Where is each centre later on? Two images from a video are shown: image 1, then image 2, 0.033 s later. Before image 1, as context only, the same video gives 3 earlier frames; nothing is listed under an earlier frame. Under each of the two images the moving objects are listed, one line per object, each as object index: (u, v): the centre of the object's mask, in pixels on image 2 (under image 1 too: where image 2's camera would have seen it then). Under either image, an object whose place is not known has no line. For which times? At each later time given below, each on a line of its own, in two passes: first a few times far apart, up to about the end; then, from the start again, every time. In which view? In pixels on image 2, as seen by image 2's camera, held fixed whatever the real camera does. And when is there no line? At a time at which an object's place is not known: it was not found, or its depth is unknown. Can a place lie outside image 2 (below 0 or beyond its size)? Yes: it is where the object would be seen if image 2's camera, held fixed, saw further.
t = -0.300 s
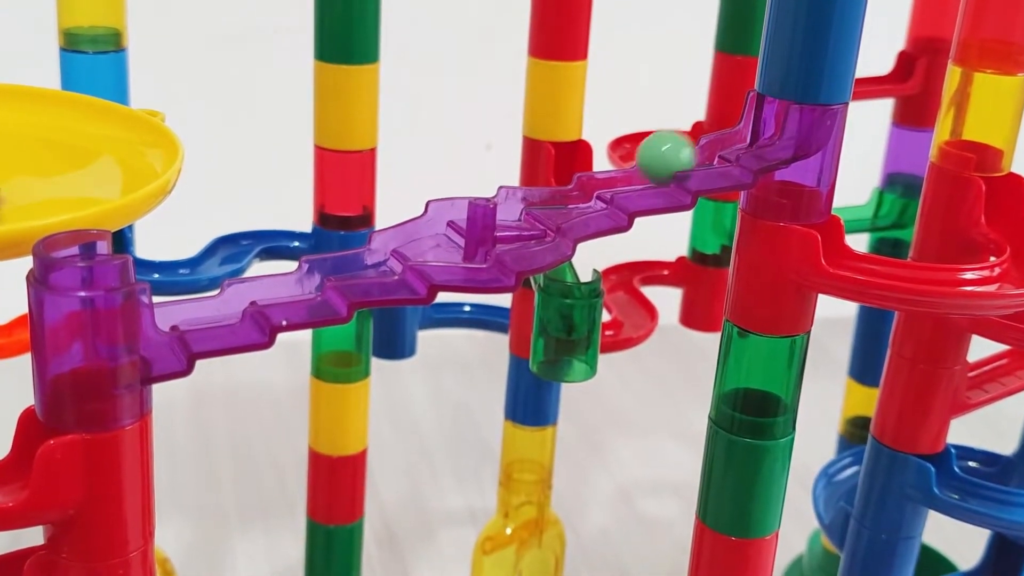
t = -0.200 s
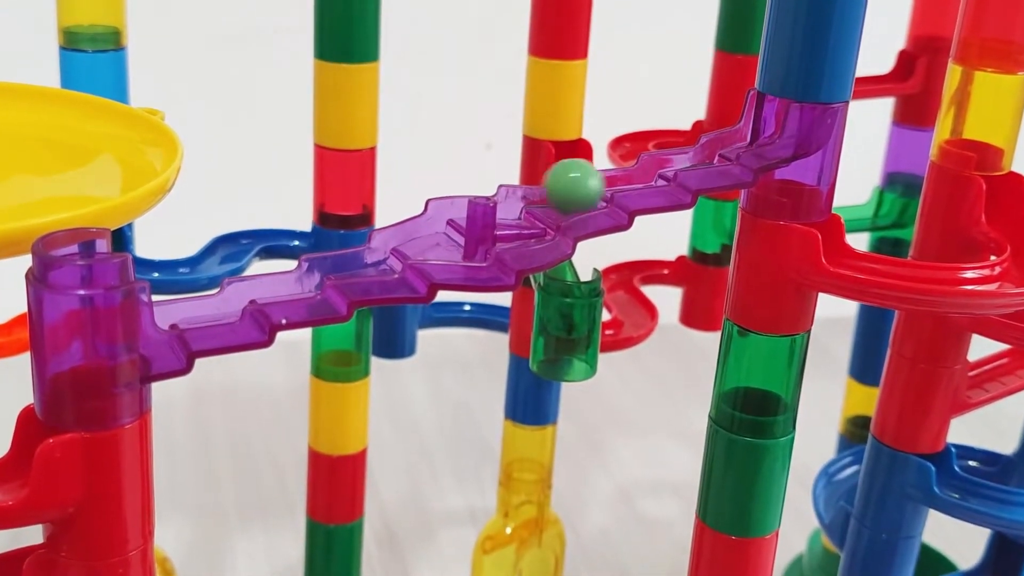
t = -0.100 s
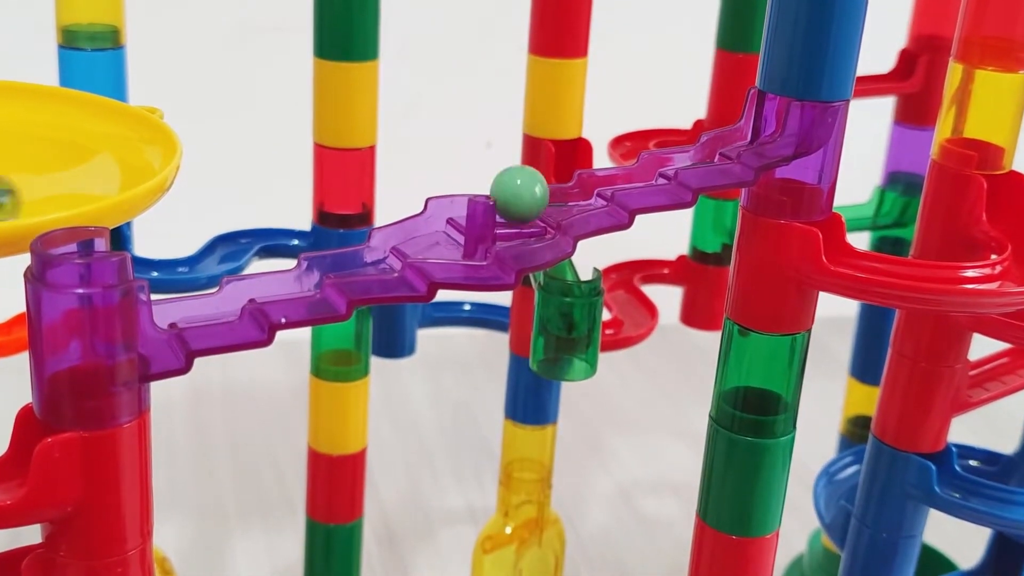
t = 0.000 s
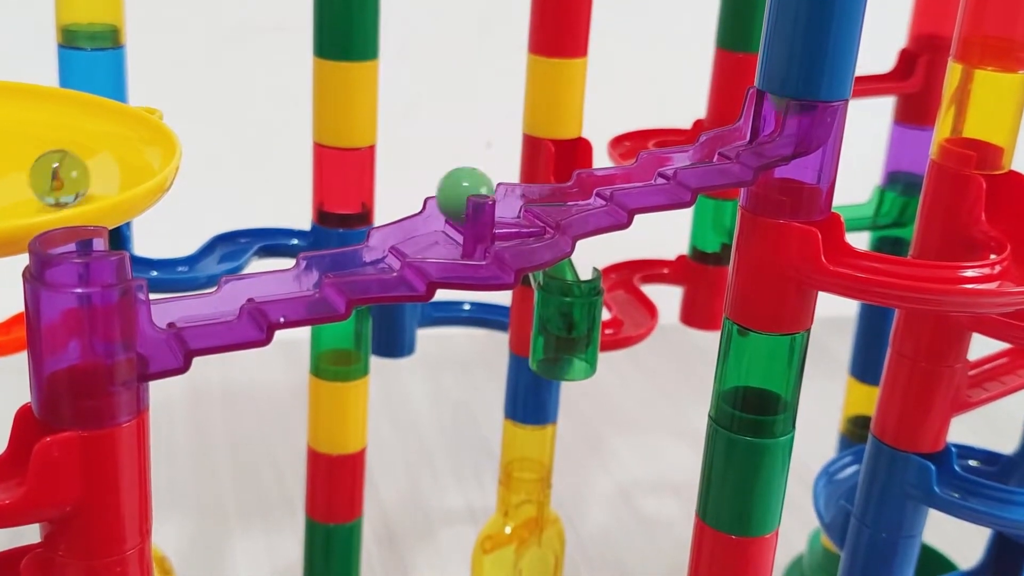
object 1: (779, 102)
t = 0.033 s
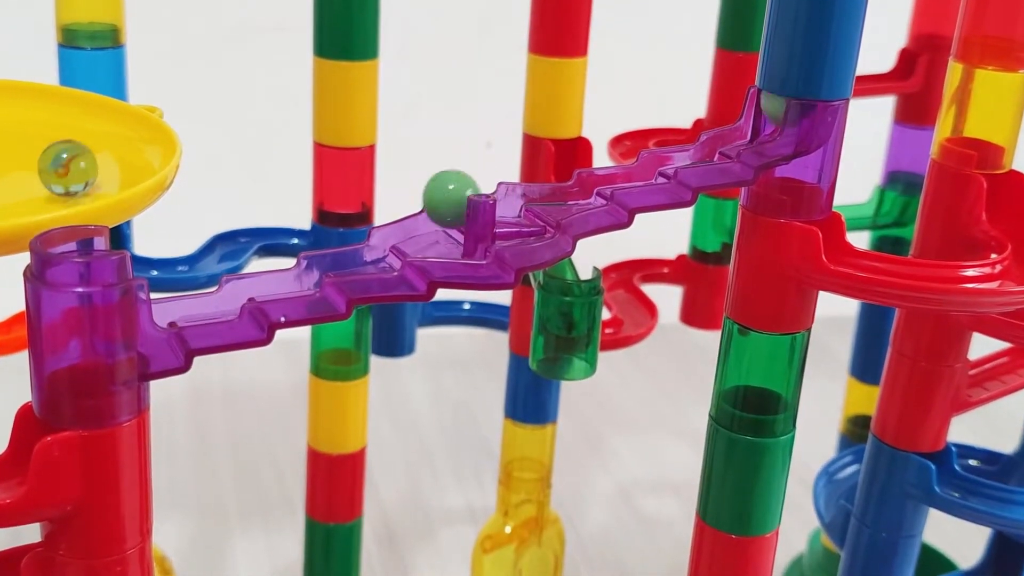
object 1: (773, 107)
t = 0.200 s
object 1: (754, 120)
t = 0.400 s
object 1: (606, 170)
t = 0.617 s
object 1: (529, 215)
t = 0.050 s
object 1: (776, 107)
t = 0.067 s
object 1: (778, 109)
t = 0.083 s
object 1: (778, 109)
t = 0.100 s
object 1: (776, 109)
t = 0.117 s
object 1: (773, 113)
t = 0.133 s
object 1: (771, 113)
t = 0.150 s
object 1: (768, 116)
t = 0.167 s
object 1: (765, 116)
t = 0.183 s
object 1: (760, 117)
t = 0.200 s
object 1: (754, 120)
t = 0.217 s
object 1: (746, 123)
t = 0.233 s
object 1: (734, 128)
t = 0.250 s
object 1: (723, 134)
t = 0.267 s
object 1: (713, 140)
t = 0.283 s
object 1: (701, 142)
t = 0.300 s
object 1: (687, 144)
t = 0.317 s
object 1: (673, 147)
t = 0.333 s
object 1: (660, 155)
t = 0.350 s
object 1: (647, 161)
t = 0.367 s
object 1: (635, 163)
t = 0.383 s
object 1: (621, 165)
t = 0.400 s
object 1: (606, 170)
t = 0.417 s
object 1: (591, 181)
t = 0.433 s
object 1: (576, 185)
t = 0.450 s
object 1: (560, 189)
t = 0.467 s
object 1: (545, 192)
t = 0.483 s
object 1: (530, 192)
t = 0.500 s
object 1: (529, 192)
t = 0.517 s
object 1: (536, 197)
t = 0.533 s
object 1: (540, 199)
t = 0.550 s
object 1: (539, 201)
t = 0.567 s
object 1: (538, 205)
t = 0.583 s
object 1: (537, 210)
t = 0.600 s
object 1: (533, 213)
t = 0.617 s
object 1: (529, 215)
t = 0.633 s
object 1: (525, 216)
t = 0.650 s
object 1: (520, 217)
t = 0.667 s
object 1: (515, 218)
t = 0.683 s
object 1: (510, 219)
